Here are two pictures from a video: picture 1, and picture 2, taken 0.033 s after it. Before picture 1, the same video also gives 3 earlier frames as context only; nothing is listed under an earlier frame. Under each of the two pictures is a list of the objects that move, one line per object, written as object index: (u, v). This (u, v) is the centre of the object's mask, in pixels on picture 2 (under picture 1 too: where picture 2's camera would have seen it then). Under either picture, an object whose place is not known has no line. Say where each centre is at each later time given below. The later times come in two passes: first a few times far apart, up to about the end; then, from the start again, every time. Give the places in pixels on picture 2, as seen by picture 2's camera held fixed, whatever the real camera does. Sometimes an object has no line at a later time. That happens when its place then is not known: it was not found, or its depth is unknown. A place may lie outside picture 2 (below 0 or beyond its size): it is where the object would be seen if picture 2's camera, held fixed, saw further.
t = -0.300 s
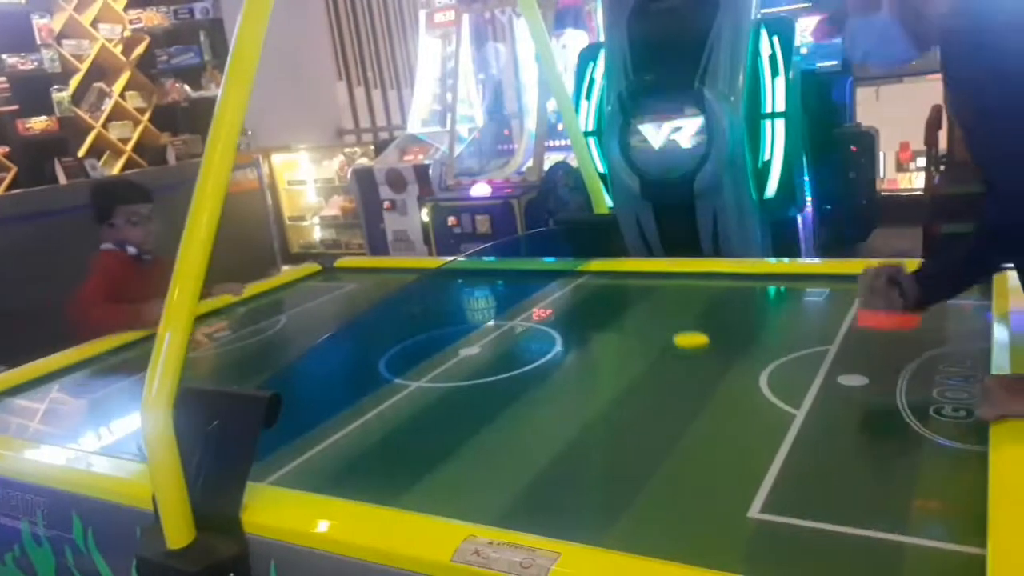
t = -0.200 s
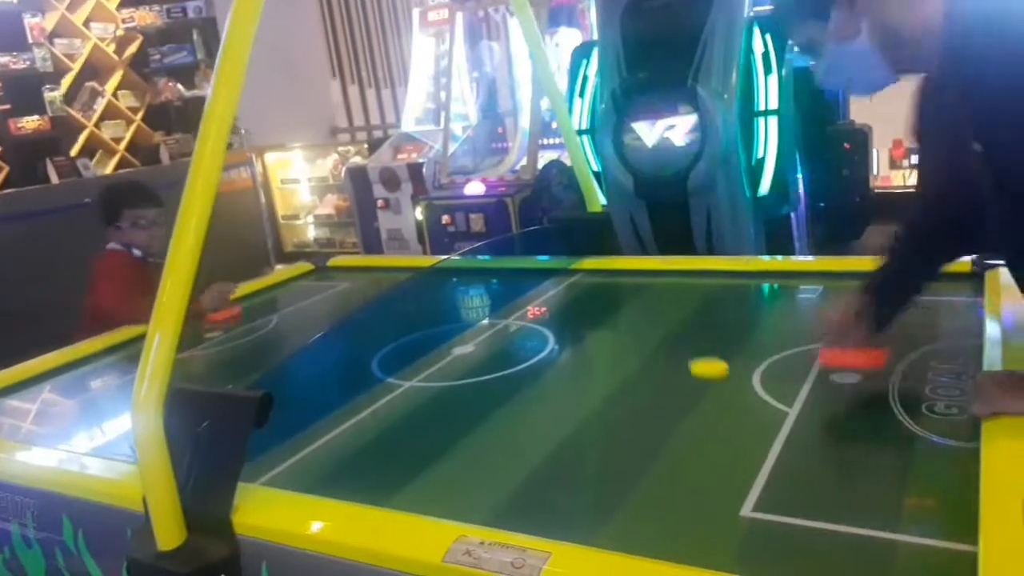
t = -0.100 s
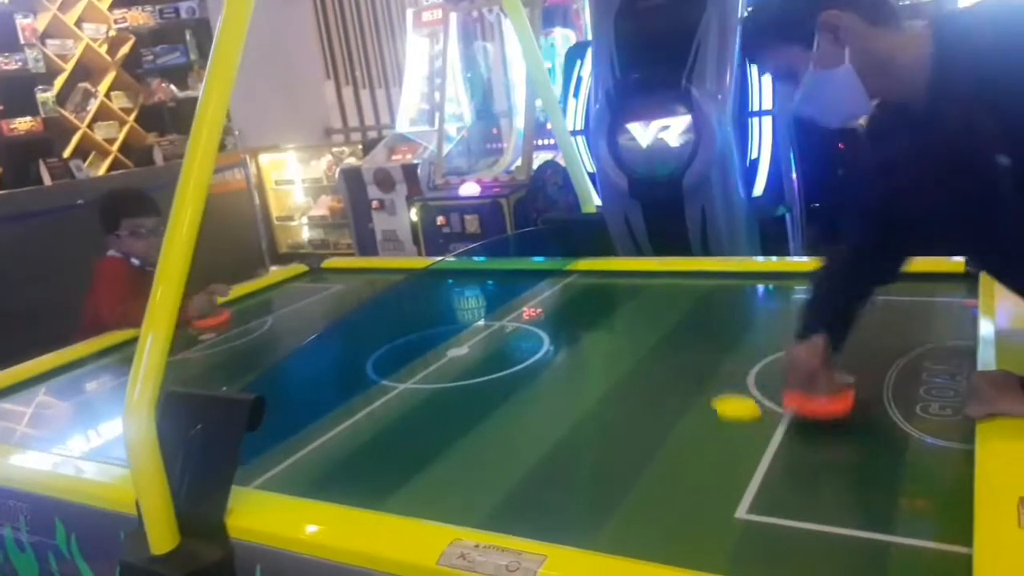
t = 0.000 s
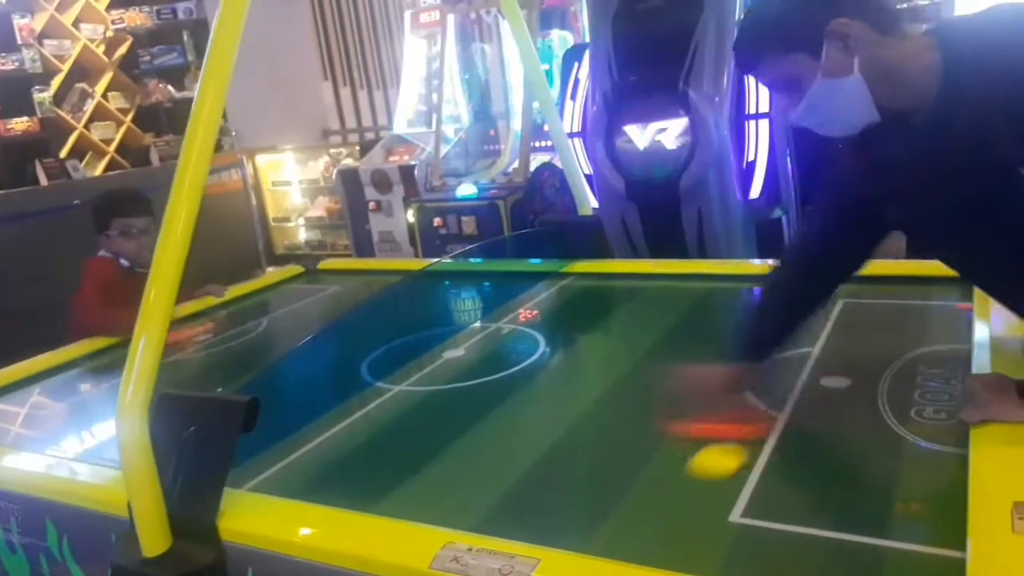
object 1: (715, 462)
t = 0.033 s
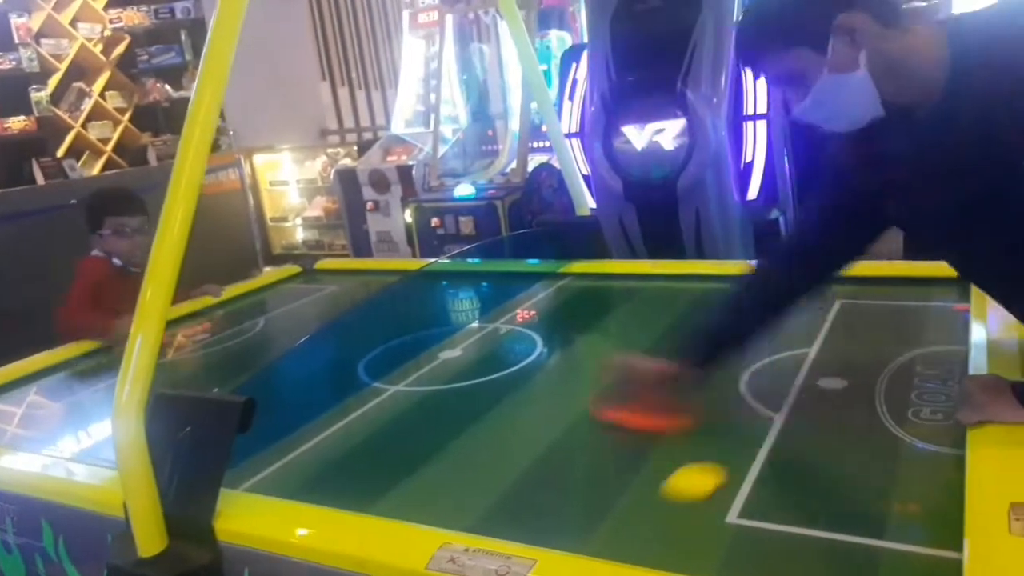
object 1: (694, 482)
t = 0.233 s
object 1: (608, 521)
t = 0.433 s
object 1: (608, 427)
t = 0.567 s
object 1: (609, 385)
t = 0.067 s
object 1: (673, 503)
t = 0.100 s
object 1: (651, 525)
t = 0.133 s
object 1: (631, 544)
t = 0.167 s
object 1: (611, 552)
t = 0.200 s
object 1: (608, 540)
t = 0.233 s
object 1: (608, 521)
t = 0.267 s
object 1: (608, 502)
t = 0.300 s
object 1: (608, 485)
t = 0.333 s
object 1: (608, 469)
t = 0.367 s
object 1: (608, 454)
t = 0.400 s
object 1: (608, 440)
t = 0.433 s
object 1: (608, 427)
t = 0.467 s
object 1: (609, 416)
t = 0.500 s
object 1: (609, 404)
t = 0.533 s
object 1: (609, 394)
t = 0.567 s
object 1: (609, 385)
